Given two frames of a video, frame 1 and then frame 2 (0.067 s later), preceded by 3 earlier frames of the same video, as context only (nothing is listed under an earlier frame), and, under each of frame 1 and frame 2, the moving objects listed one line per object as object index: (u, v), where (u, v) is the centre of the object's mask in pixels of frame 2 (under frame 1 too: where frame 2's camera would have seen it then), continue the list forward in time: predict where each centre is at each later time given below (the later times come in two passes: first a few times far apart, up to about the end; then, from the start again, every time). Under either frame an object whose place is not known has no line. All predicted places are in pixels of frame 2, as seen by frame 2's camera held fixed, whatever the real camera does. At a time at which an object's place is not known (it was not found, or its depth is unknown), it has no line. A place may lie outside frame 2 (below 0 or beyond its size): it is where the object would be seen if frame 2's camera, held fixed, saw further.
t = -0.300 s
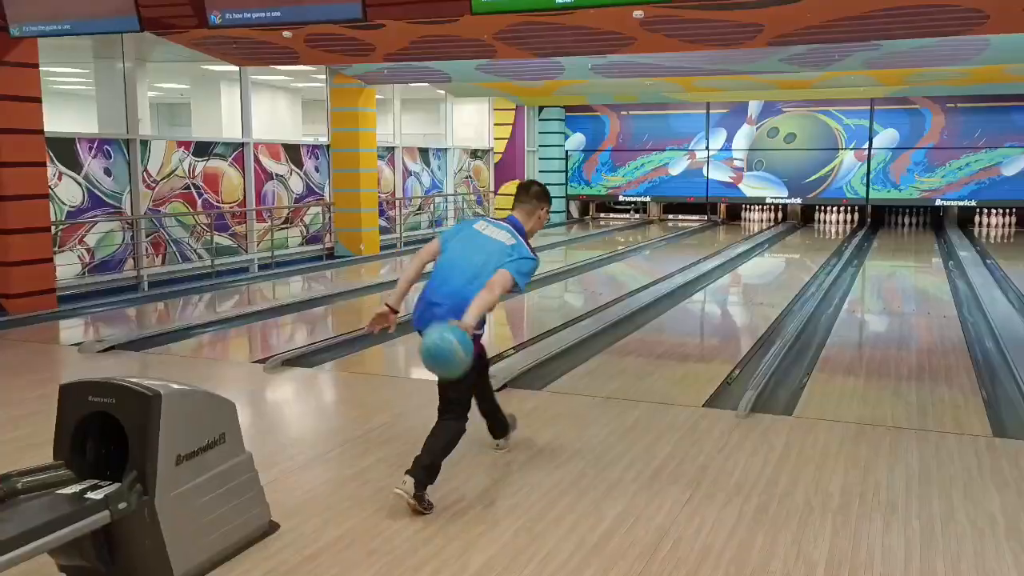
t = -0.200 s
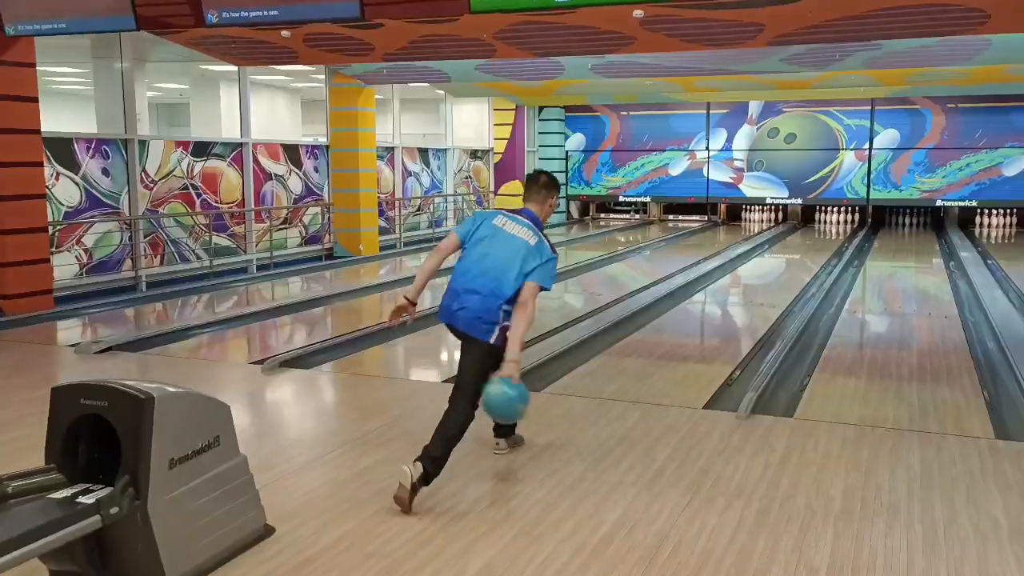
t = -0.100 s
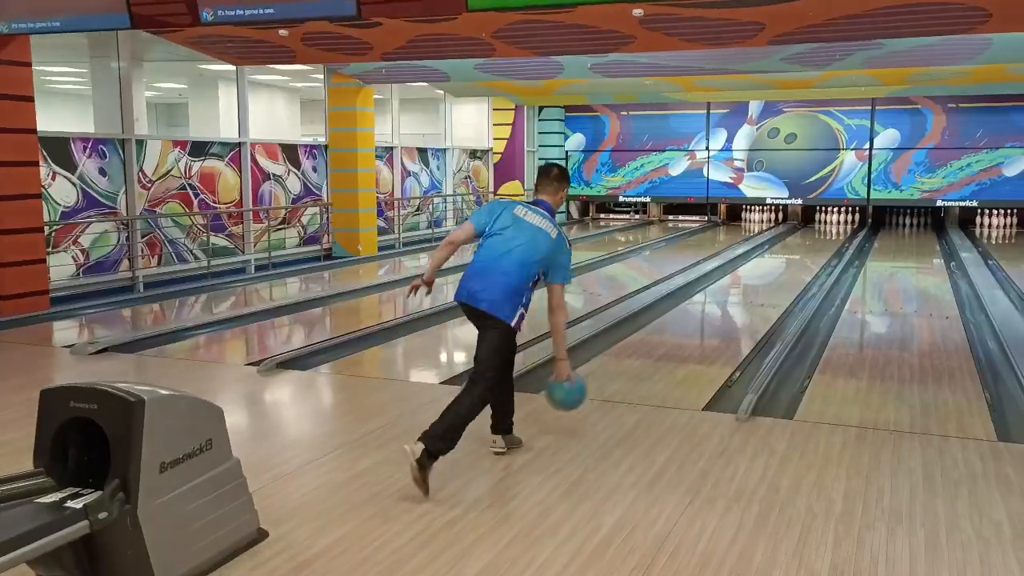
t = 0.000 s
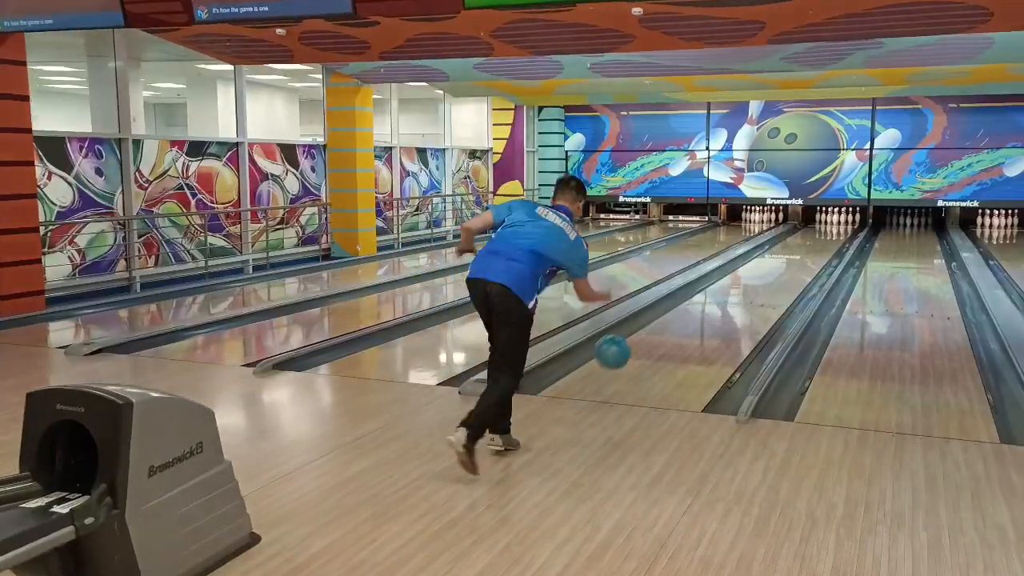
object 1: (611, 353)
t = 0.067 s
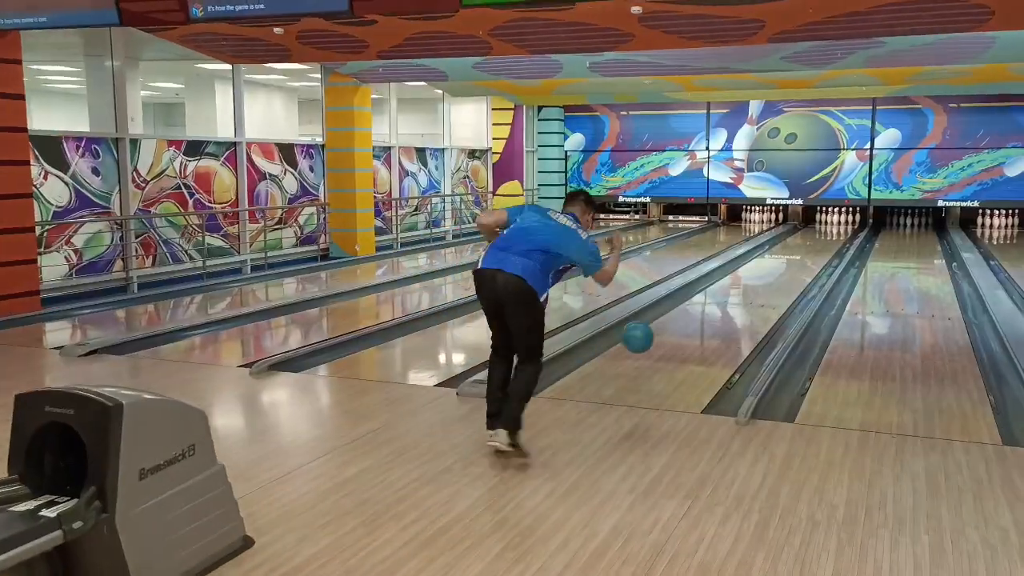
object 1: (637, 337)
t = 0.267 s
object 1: (693, 329)
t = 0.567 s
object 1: (744, 291)
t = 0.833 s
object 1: (772, 268)
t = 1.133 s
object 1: (794, 251)
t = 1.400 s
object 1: (809, 241)
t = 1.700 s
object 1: (821, 232)
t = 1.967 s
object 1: (829, 225)
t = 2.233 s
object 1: (834, 221)
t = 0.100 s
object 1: (649, 333)
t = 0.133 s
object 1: (659, 330)
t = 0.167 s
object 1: (669, 329)
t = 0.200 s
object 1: (677, 329)
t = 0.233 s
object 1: (686, 331)
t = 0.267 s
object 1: (693, 329)
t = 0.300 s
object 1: (700, 323)
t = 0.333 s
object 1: (707, 318)
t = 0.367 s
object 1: (713, 313)
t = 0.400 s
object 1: (719, 309)
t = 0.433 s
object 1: (724, 305)
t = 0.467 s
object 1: (730, 301)
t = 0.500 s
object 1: (735, 297)
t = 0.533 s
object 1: (740, 294)
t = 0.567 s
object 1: (744, 291)
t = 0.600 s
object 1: (748, 287)
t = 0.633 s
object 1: (752, 284)
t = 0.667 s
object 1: (756, 281)
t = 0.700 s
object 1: (760, 278)
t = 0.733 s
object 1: (763, 276)
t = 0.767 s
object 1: (766, 273)
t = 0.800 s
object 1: (769, 271)
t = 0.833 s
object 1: (772, 268)
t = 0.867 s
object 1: (775, 266)
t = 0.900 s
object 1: (778, 264)
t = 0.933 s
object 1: (781, 263)
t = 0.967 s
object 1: (783, 260)
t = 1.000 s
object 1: (786, 258)
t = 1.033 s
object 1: (788, 257)
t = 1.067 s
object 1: (790, 255)
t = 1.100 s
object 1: (792, 253)
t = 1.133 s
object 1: (794, 251)
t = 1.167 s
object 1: (797, 250)
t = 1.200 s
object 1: (799, 248)
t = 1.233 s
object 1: (801, 247)
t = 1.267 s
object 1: (802, 246)
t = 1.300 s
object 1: (804, 244)
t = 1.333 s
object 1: (806, 243)
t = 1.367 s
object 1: (808, 242)
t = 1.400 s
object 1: (809, 241)
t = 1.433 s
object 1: (811, 240)
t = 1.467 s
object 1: (811, 238)
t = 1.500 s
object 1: (814, 237)
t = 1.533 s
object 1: (815, 236)
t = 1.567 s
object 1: (816, 235)
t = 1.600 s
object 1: (818, 234)
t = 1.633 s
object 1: (819, 233)
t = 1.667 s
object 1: (820, 233)
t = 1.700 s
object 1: (821, 232)
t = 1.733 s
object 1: (822, 231)
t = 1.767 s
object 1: (824, 230)
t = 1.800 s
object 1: (825, 229)
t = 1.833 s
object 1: (826, 227)
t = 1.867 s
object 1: (826, 227)
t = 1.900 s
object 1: (826, 227)
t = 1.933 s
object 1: (827, 226)
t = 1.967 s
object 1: (829, 225)
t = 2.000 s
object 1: (830, 224)
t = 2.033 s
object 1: (831, 223)
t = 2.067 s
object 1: (831, 223)
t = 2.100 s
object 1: (832, 222)
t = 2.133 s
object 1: (832, 222)
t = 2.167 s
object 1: (833, 222)
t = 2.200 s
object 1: (834, 221)
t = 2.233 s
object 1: (834, 221)
